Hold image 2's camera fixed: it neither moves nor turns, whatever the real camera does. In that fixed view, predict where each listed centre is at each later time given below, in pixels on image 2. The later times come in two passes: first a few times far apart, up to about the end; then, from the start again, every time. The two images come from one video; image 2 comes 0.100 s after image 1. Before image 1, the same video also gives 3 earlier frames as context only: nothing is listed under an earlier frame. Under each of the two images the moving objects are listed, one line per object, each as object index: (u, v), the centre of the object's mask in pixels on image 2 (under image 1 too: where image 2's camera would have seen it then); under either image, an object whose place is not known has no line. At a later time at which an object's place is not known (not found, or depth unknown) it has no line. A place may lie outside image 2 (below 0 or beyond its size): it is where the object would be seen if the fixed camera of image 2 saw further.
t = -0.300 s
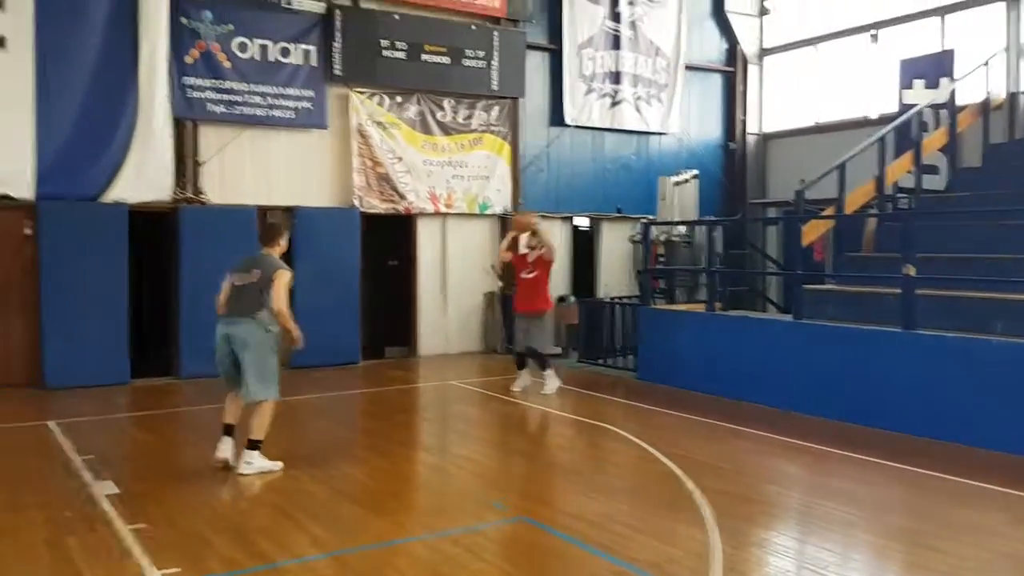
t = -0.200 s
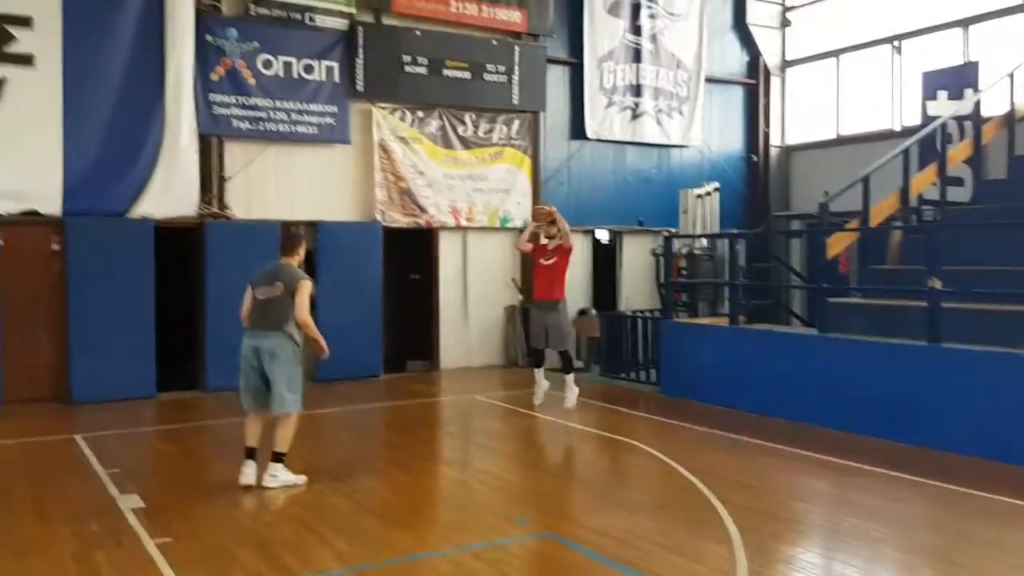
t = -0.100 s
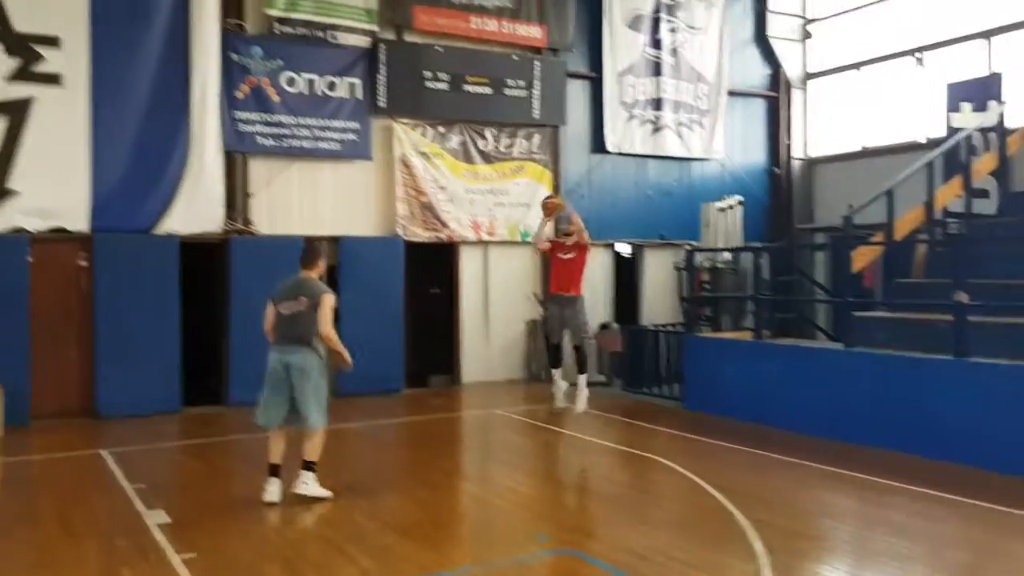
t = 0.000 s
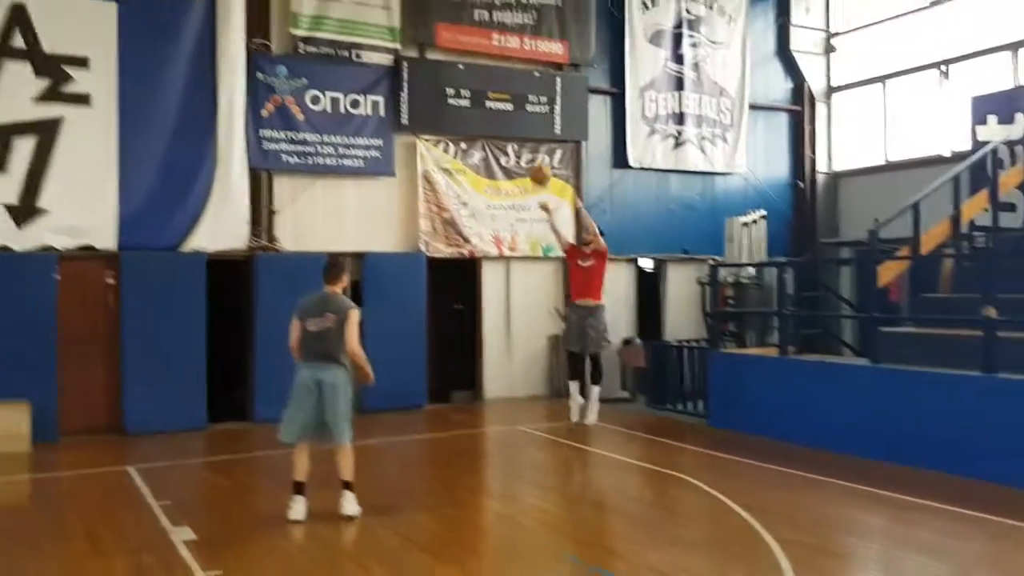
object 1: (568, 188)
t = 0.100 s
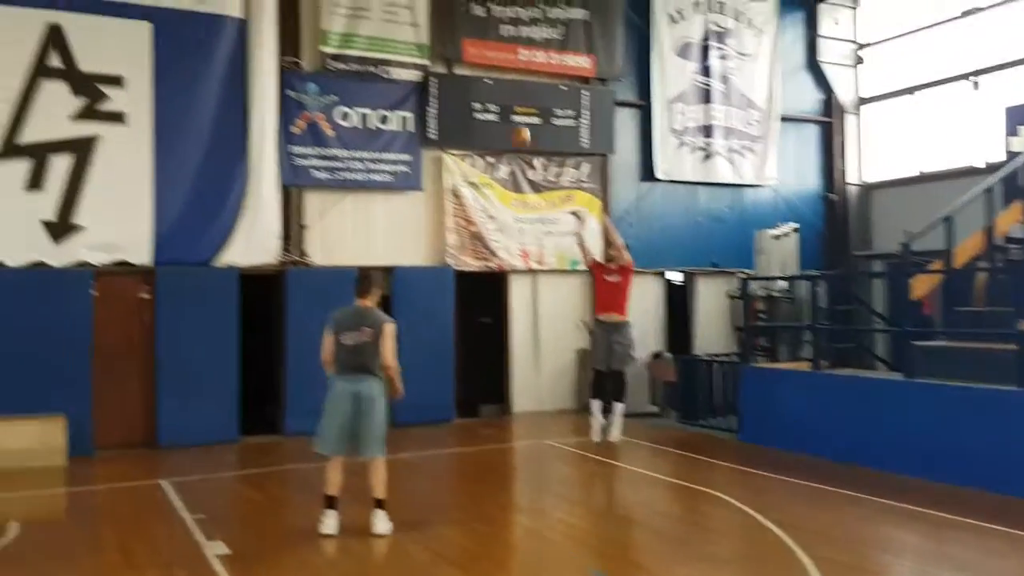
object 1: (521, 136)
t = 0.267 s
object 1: (432, 64)
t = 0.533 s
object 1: (273, -7)
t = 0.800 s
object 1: (86, -7)
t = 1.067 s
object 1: (-145, 86)
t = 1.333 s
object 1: (-175, 164)
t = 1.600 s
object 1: (-139, 272)
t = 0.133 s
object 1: (503, 119)
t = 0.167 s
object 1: (485, 105)
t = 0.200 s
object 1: (468, 90)
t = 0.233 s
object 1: (449, 75)
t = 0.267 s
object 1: (432, 64)
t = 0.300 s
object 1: (412, 51)
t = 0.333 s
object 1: (393, 41)
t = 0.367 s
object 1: (374, 31)
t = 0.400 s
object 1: (355, 21)
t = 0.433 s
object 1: (334, 13)
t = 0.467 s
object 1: (314, 6)
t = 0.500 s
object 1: (294, 0)
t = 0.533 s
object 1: (273, -7)
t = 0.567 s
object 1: (250, -11)
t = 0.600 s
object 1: (229, -14)
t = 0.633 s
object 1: (207, -16)
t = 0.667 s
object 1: (184, -17)
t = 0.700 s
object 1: (162, -16)
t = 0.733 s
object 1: (135, -14)
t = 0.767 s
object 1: (111, -12)
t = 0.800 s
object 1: (86, -7)
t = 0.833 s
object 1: (62, -1)
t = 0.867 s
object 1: (36, 6)
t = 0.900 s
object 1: (4, 13)
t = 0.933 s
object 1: (-25, 24)
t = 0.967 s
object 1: (-53, 37)
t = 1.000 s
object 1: (-84, 51)
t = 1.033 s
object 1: (-111, 66)
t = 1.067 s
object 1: (-145, 86)
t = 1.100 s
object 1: (-180, 101)
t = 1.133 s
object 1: (-194, 127)
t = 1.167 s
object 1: (-200, 140)
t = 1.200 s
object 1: (-197, 148)
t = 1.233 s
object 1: (-187, 150)
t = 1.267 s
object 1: (-178, 159)
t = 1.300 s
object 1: (-177, 158)
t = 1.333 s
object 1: (-175, 164)
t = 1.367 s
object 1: (-166, 173)
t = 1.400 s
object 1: (-167, 183)
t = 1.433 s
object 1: (-162, 194)
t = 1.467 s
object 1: (-157, 207)
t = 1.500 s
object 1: (-152, 222)
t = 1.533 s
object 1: (-146, 236)
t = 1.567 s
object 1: (-144, 253)
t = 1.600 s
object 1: (-139, 272)
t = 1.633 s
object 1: (-134, 291)
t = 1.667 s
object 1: (-130, 311)
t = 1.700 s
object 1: (-128, 334)
